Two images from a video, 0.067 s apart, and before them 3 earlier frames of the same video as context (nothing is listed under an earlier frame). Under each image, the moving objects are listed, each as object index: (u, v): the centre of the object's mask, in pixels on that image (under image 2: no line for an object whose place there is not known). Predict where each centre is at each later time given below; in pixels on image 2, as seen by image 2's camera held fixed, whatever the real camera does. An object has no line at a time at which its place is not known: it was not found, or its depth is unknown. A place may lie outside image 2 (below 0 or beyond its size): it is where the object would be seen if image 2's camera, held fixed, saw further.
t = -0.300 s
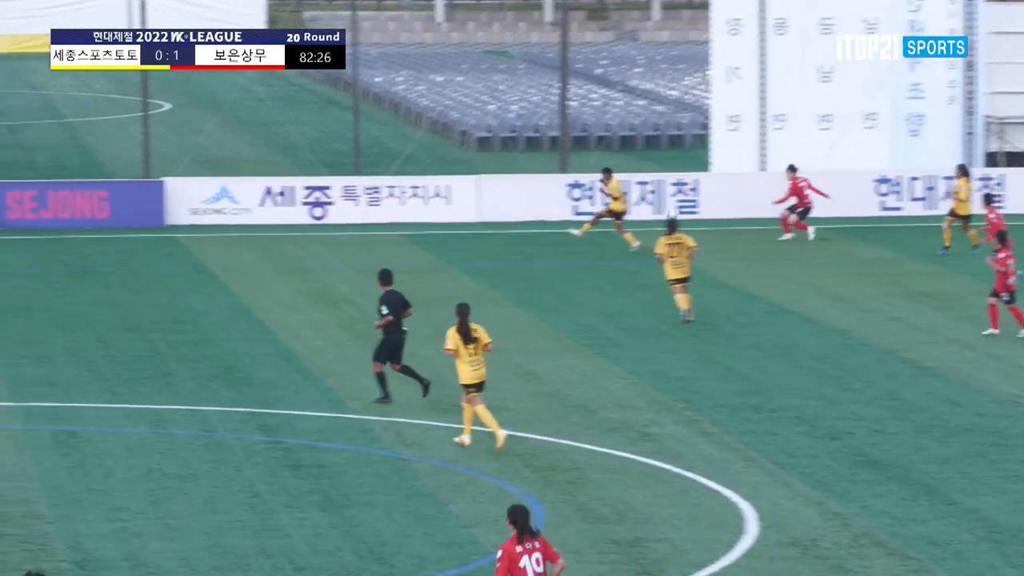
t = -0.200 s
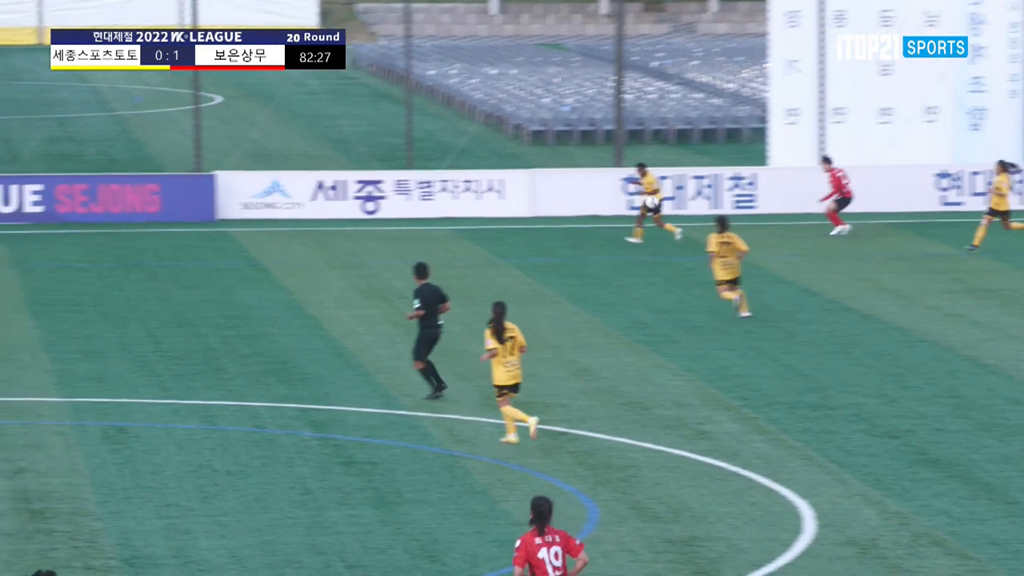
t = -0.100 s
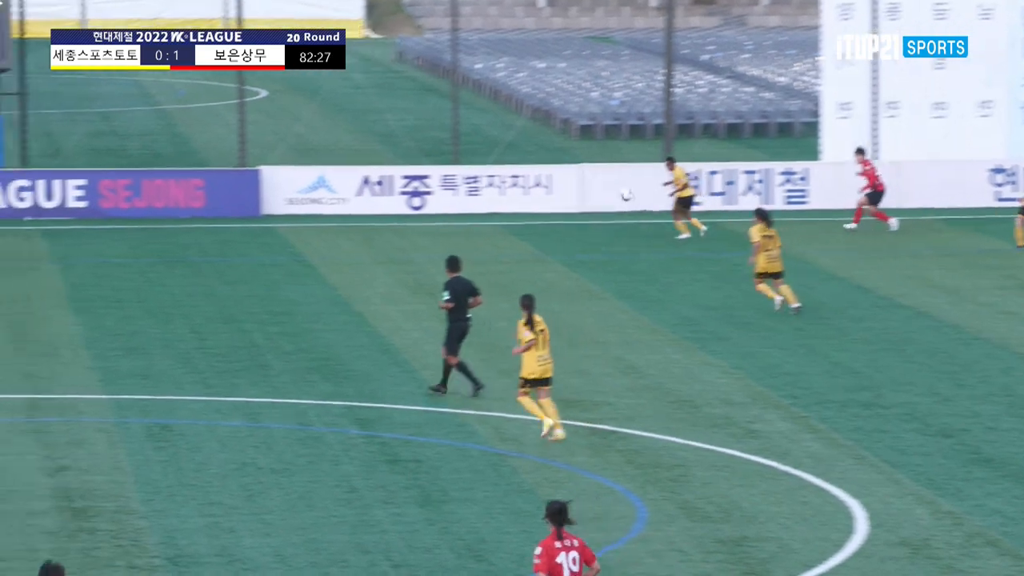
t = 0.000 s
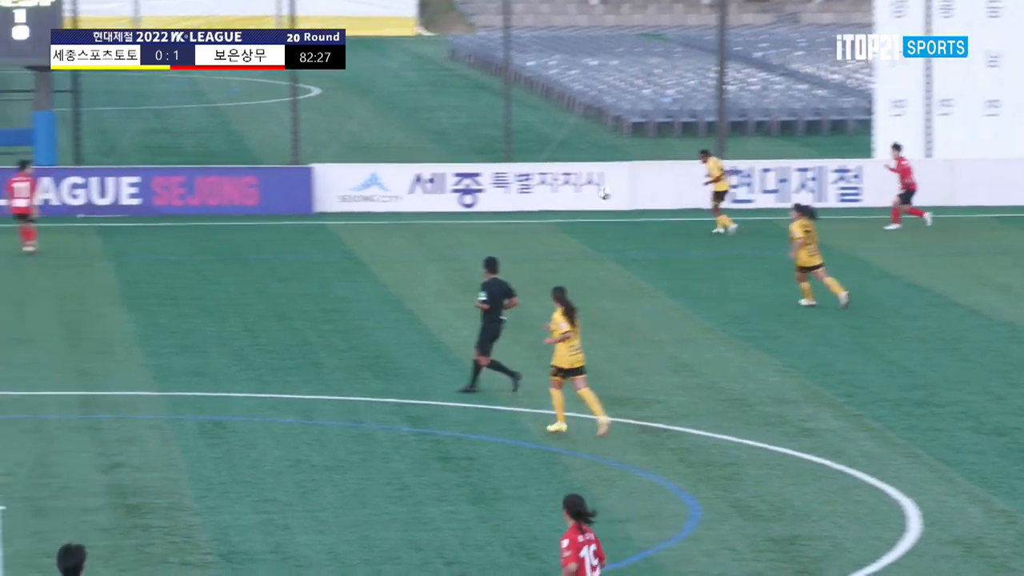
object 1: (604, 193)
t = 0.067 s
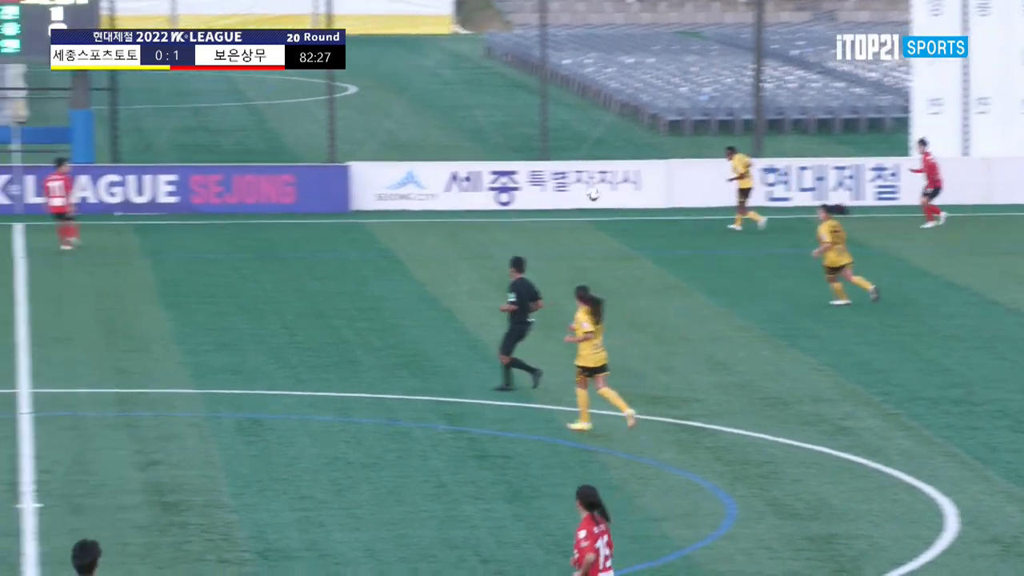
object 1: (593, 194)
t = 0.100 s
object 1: (572, 197)
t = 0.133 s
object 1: (549, 200)
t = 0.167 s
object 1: (527, 203)
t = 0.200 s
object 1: (508, 207)
